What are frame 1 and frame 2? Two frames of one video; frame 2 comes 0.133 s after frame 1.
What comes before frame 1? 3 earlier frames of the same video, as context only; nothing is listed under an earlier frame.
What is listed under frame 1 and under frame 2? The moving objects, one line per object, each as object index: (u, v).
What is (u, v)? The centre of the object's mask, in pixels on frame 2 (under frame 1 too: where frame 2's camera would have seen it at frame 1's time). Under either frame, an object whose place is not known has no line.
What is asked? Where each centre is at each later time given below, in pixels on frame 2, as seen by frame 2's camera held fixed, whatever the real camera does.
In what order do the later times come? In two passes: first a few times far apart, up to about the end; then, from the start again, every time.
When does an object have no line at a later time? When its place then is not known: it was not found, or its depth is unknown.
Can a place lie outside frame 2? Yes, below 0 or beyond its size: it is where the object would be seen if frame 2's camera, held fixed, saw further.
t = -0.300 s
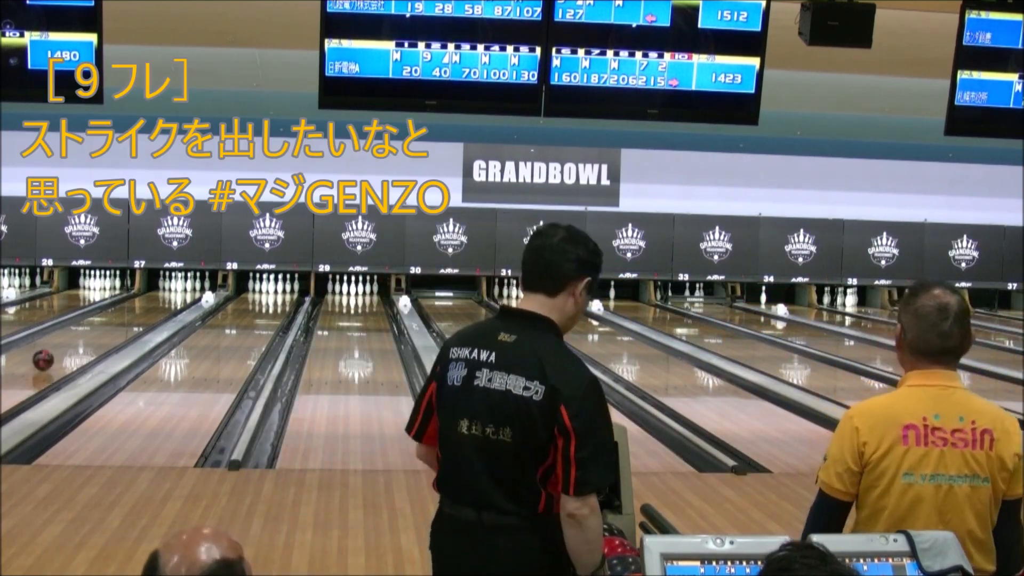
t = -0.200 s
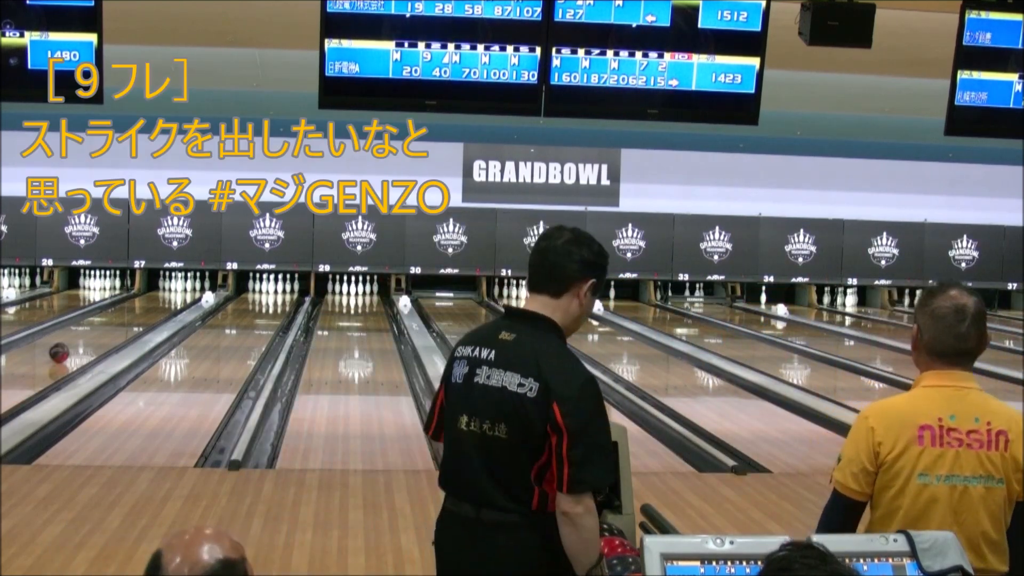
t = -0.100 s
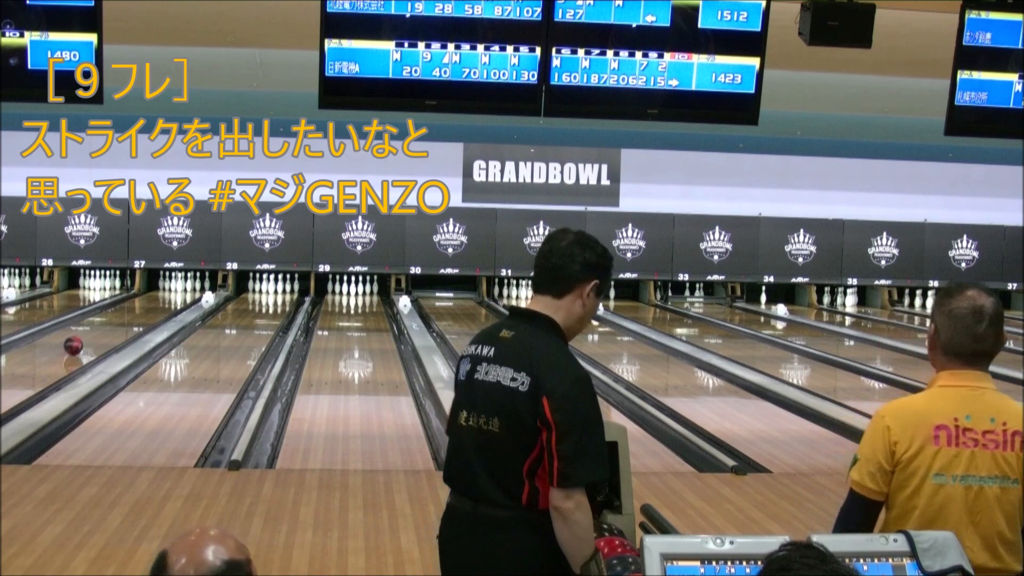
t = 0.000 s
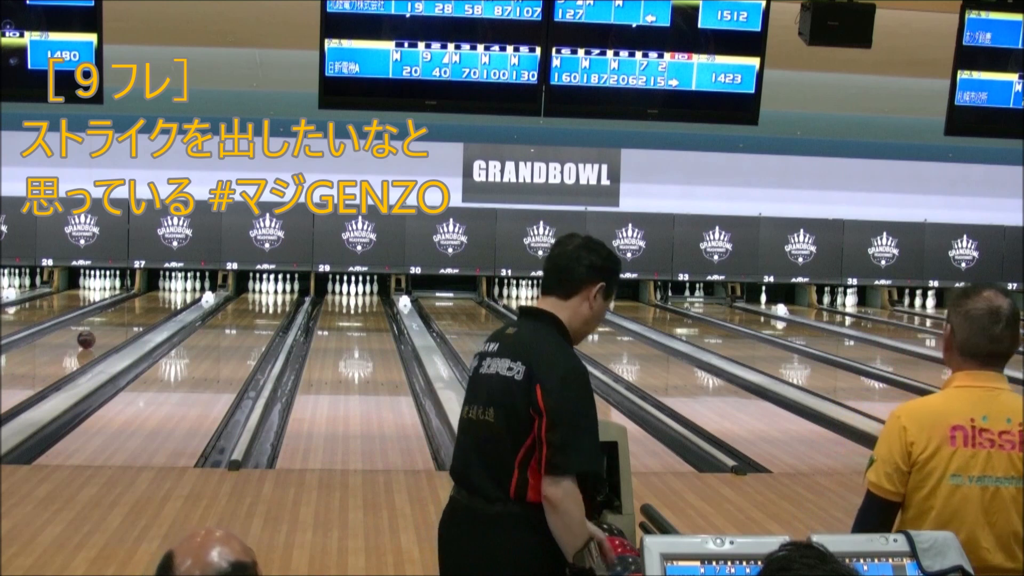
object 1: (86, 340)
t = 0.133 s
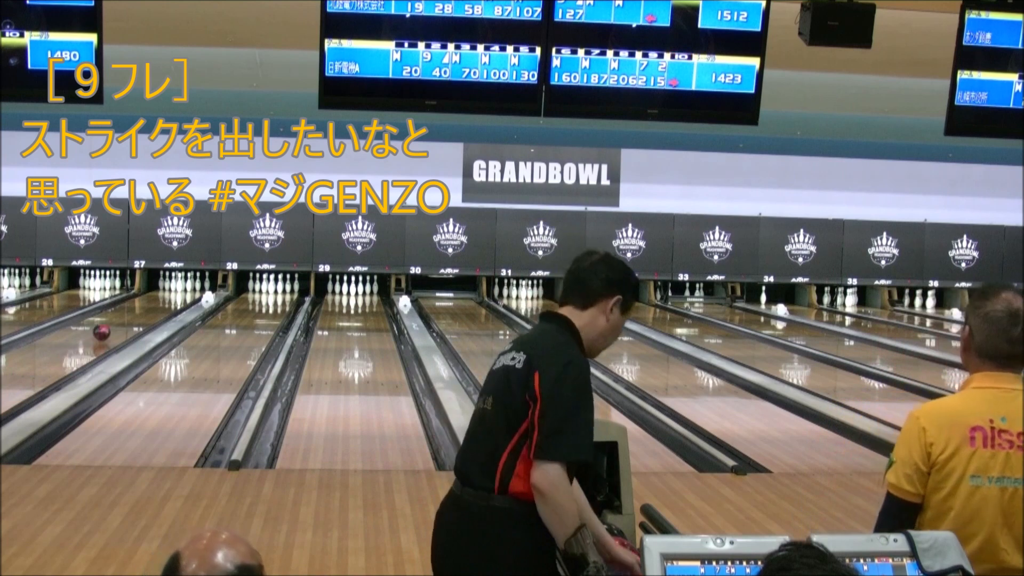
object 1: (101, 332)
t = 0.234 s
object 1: (111, 327)
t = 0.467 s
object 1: (132, 317)
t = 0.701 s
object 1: (148, 308)
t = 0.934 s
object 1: (163, 301)
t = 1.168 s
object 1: (173, 295)
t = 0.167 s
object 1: (105, 330)
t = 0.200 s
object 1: (108, 328)
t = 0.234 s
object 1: (111, 327)
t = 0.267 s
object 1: (115, 325)
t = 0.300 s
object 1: (118, 323)
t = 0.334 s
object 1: (121, 322)
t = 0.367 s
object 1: (124, 320)
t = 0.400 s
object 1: (127, 319)
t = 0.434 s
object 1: (129, 318)
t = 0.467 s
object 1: (132, 317)
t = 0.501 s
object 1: (135, 316)
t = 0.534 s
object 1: (137, 314)
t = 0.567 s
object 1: (140, 313)
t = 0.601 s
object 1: (142, 312)
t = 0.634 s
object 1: (144, 310)
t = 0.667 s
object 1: (146, 309)
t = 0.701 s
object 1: (148, 308)
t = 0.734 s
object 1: (152, 307)
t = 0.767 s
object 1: (153, 305)
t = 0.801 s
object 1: (155, 305)
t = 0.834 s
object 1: (157, 304)
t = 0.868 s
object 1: (159, 302)
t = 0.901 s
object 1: (162, 301)
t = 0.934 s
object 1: (163, 301)
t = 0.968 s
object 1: (165, 300)
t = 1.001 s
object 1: (166, 299)
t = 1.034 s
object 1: (167, 297)
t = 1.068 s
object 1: (169, 297)
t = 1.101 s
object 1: (170, 296)
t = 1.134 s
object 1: (171, 296)
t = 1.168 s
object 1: (173, 295)
